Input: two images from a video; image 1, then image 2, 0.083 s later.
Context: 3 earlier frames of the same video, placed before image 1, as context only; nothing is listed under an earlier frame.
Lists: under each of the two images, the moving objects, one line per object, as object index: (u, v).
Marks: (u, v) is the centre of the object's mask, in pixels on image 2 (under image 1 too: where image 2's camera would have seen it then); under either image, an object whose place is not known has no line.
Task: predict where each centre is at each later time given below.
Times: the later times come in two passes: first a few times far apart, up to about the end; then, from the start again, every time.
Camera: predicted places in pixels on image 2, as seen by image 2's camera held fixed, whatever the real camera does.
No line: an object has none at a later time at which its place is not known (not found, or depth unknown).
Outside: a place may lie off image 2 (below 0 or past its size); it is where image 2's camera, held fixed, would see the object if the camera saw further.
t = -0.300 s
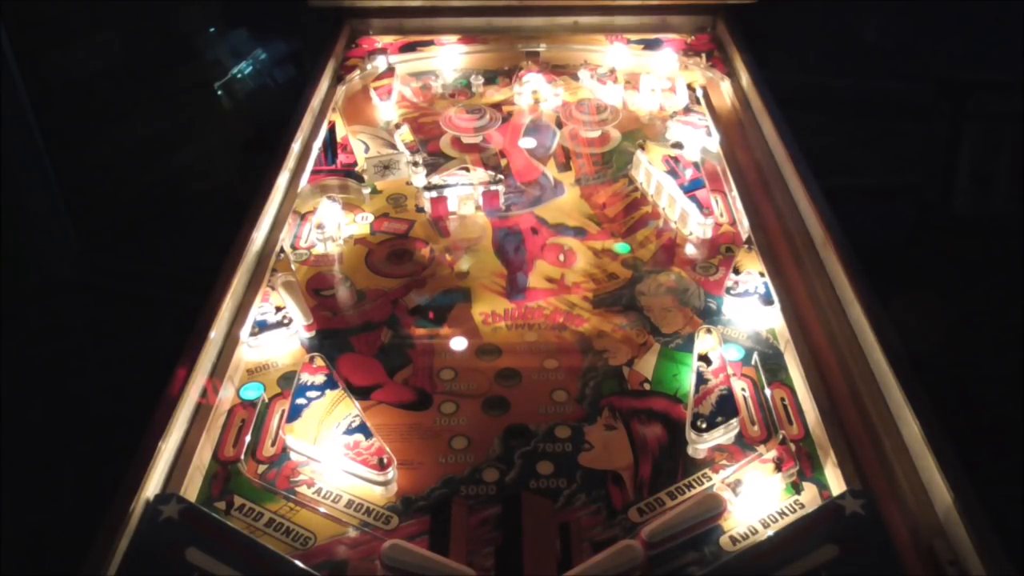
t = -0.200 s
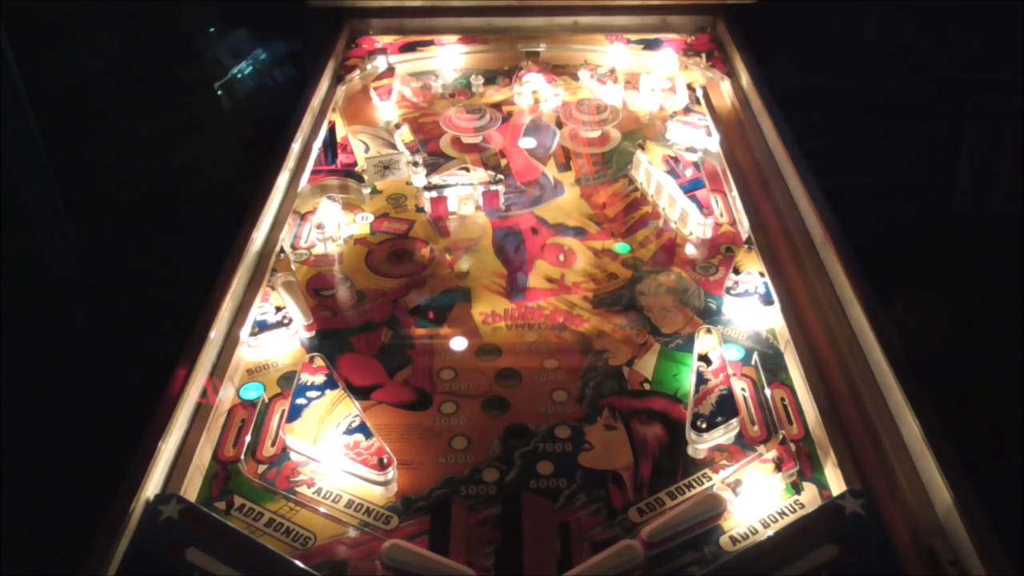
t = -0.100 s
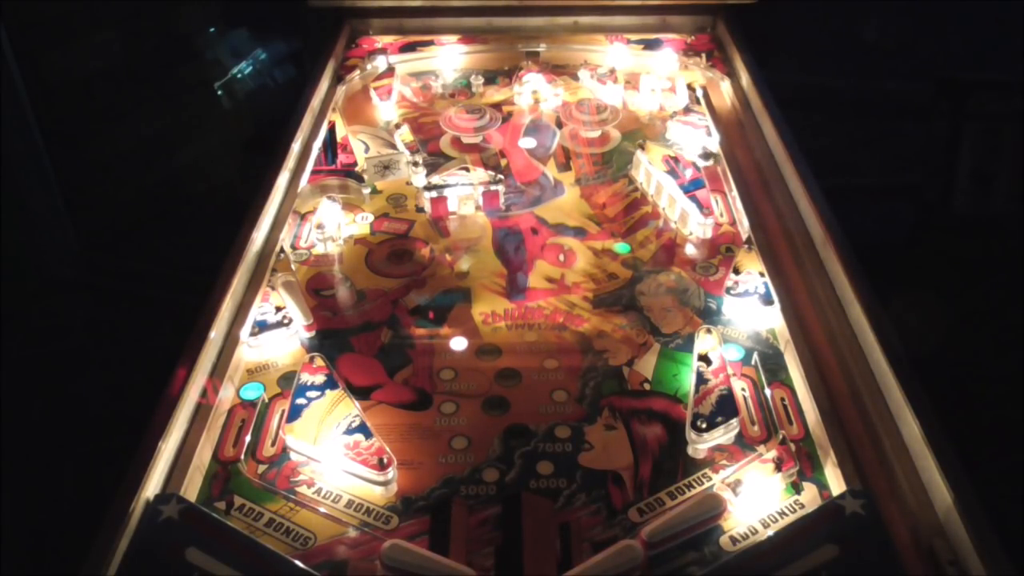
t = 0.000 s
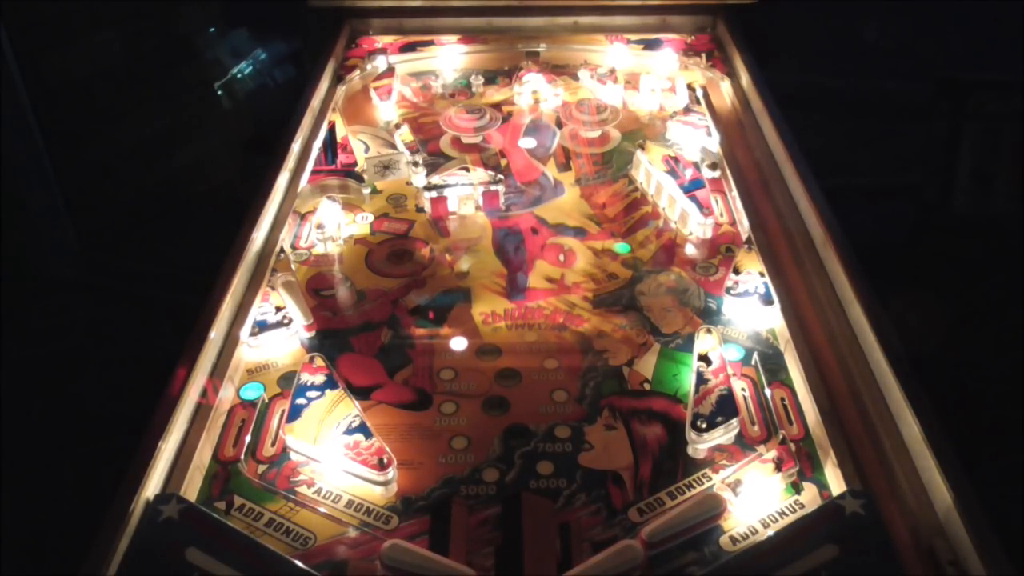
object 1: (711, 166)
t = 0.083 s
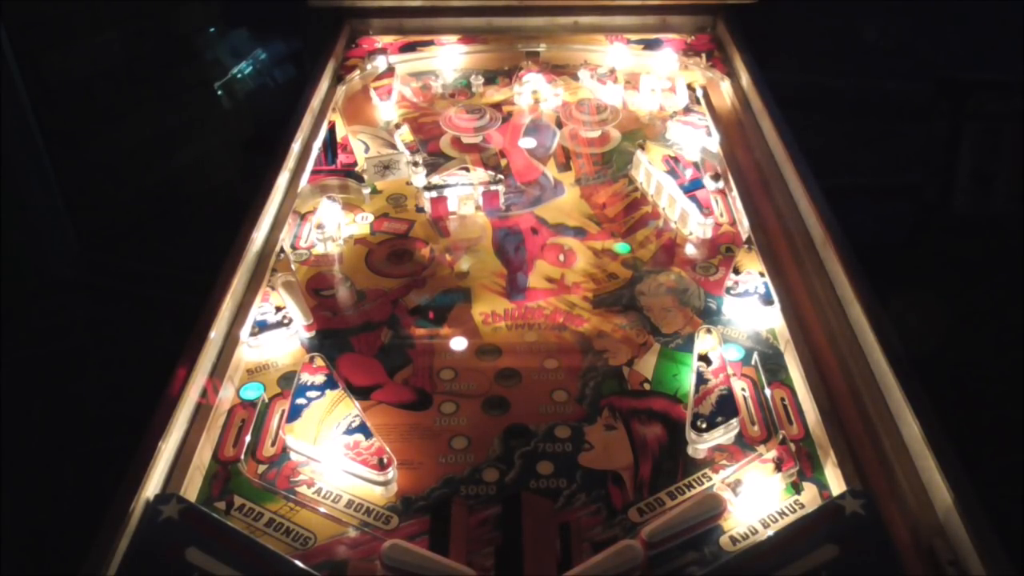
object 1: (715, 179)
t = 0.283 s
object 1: (729, 217)
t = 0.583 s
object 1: (690, 280)
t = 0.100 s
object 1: (716, 180)
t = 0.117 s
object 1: (716, 182)
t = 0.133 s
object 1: (717, 186)
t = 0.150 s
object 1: (719, 190)
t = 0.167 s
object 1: (720, 193)
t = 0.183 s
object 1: (721, 194)
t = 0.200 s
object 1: (723, 198)
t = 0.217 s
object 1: (724, 201)
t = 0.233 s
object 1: (725, 206)
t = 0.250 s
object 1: (728, 208)
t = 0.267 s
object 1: (728, 213)
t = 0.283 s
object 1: (729, 217)
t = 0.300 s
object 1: (729, 221)
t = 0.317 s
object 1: (730, 225)
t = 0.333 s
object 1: (730, 229)
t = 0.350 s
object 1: (731, 235)
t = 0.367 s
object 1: (730, 240)
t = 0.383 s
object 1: (731, 241)
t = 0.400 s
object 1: (728, 243)
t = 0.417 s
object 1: (725, 246)
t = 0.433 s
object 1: (721, 248)
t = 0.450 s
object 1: (719, 252)
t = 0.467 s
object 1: (715, 255)
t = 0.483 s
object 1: (711, 261)
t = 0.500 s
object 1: (707, 262)
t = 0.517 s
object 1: (704, 265)
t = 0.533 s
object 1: (701, 269)
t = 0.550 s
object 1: (698, 273)
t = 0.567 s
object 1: (693, 276)
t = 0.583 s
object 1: (690, 280)
